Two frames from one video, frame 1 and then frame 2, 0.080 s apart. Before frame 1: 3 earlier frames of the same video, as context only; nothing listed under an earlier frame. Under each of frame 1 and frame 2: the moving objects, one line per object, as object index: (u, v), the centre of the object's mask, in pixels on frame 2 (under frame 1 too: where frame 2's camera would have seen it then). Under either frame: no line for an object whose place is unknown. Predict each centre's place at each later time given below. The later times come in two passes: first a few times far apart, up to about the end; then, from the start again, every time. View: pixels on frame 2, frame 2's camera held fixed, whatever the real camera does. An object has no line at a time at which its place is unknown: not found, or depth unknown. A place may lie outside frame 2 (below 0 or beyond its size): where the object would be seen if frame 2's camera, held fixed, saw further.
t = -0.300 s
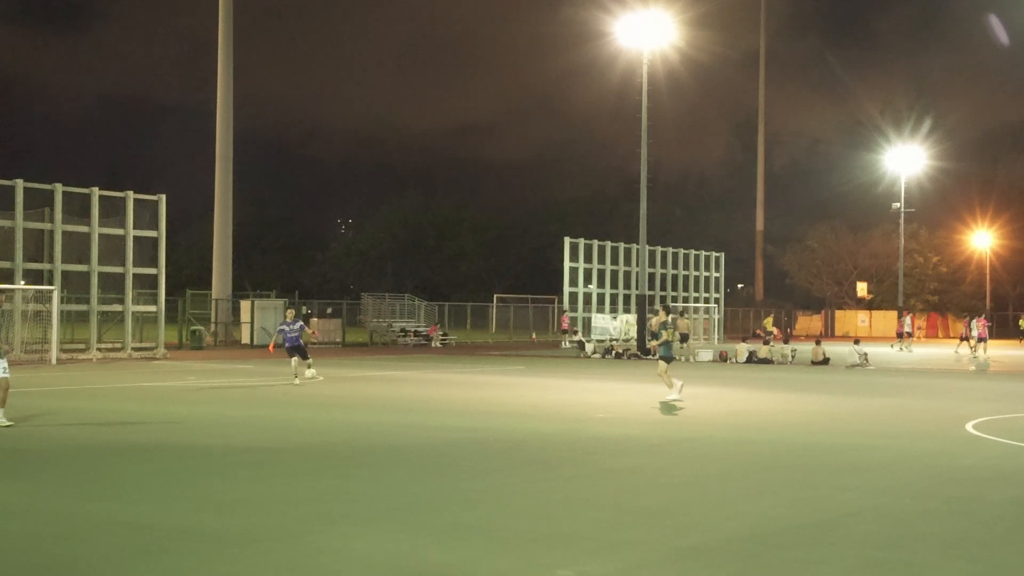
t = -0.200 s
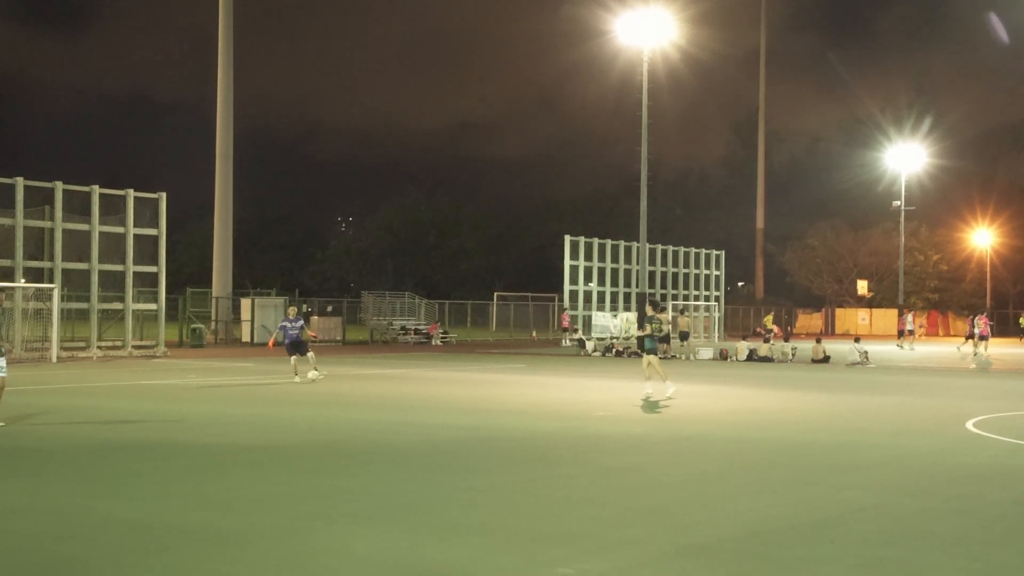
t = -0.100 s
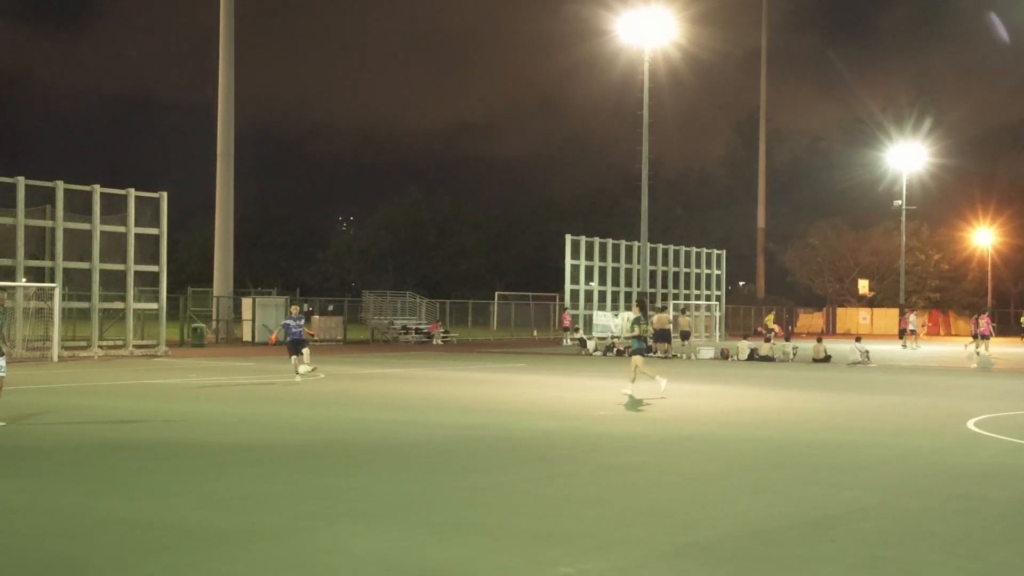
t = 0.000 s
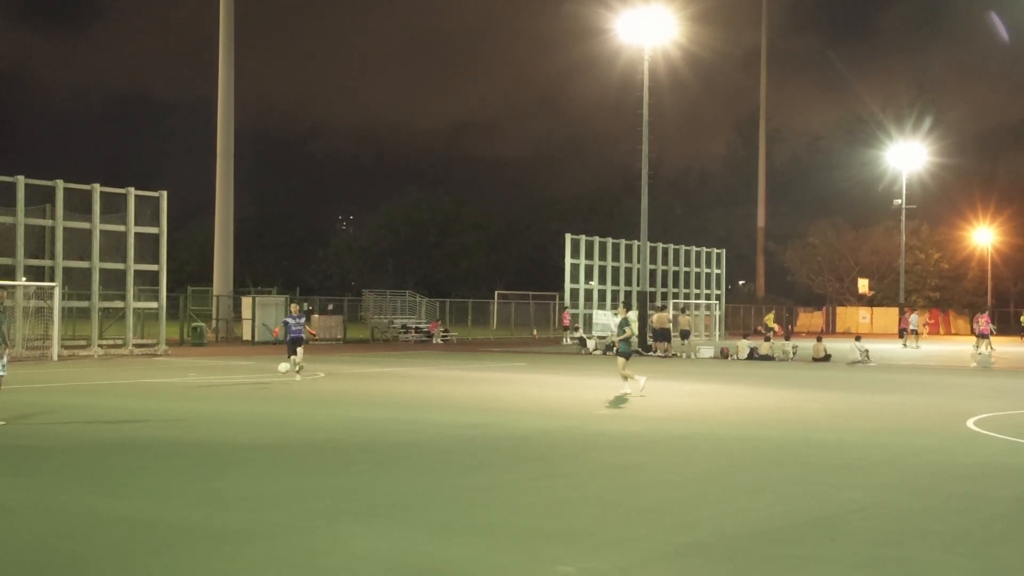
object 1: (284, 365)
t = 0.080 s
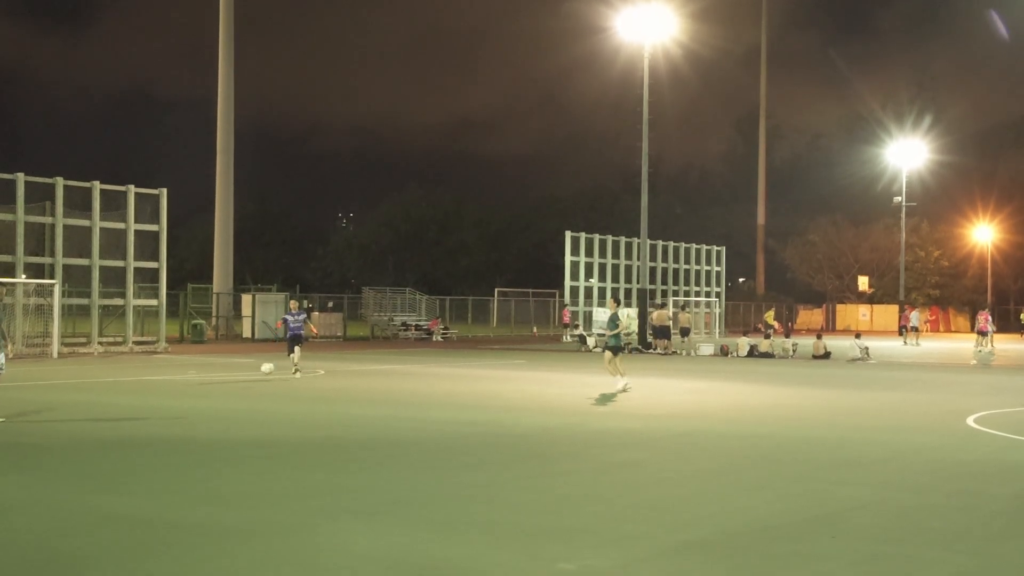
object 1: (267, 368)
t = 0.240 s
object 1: (230, 384)
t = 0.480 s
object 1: (184, 380)
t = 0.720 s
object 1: (136, 394)
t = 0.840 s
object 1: (112, 396)
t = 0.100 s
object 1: (263, 369)
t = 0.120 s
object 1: (258, 371)
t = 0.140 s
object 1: (253, 373)
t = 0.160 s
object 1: (249, 375)
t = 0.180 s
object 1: (244, 377)
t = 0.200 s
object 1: (239, 380)
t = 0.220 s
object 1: (234, 383)
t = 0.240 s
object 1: (230, 384)
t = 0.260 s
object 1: (226, 382)
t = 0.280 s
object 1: (222, 381)
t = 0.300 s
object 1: (219, 380)
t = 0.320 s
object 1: (215, 379)
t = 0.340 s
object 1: (211, 378)
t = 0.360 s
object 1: (208, 378)
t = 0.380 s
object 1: (204, 377)
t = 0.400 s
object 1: (200, 377)
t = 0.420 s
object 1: (196, 378)
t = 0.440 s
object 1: (192, 378)
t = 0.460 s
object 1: (188, 379)
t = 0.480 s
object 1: (184, 380)
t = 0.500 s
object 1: (180, 382)
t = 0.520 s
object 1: (176, 383)
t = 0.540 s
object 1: (171, 386)
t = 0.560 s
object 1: (167, 388)
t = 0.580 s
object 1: (163, 391)
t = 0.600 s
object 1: (159, 394)
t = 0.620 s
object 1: (155, 398)
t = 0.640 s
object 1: (151, 399)
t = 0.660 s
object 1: (147, 397)
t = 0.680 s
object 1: (143, 396)
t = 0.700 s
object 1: (139, 395)
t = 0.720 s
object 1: (136, 394)
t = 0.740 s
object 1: (132, 393)
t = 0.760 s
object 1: (128, 393)
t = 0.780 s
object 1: (124, 393)
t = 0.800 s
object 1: (120, 394)
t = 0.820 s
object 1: (116, 395)
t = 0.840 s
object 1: (112, 396)
